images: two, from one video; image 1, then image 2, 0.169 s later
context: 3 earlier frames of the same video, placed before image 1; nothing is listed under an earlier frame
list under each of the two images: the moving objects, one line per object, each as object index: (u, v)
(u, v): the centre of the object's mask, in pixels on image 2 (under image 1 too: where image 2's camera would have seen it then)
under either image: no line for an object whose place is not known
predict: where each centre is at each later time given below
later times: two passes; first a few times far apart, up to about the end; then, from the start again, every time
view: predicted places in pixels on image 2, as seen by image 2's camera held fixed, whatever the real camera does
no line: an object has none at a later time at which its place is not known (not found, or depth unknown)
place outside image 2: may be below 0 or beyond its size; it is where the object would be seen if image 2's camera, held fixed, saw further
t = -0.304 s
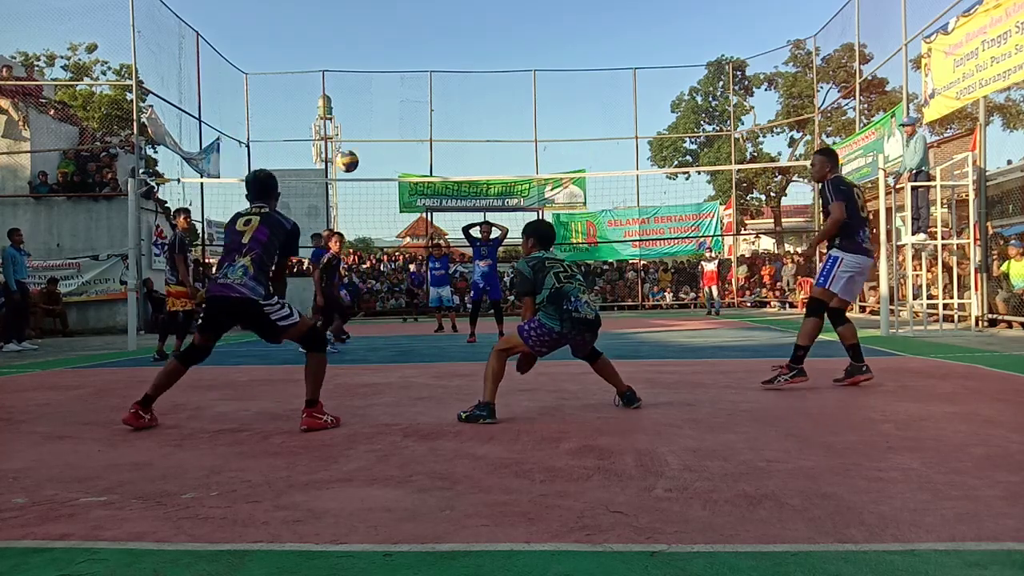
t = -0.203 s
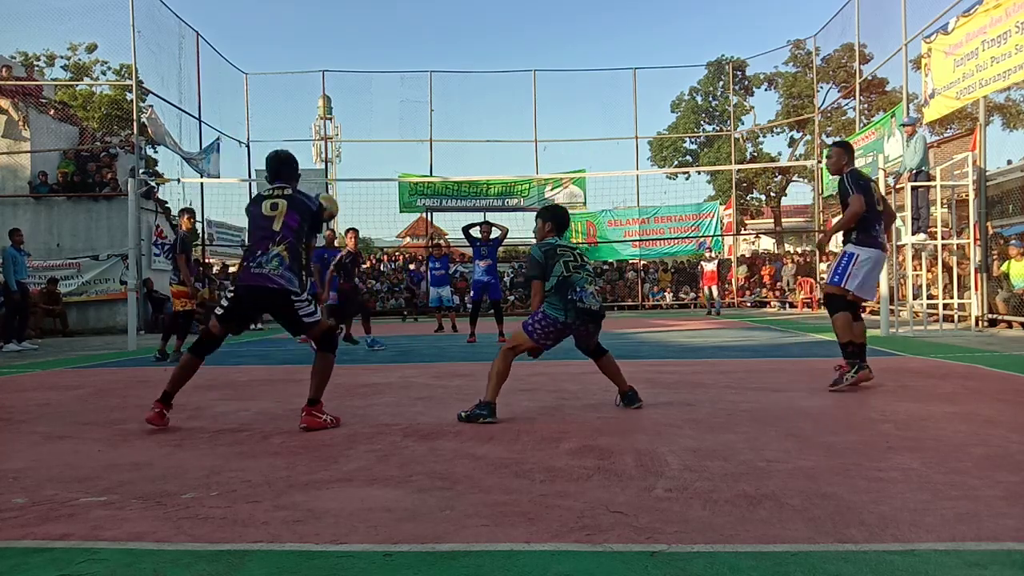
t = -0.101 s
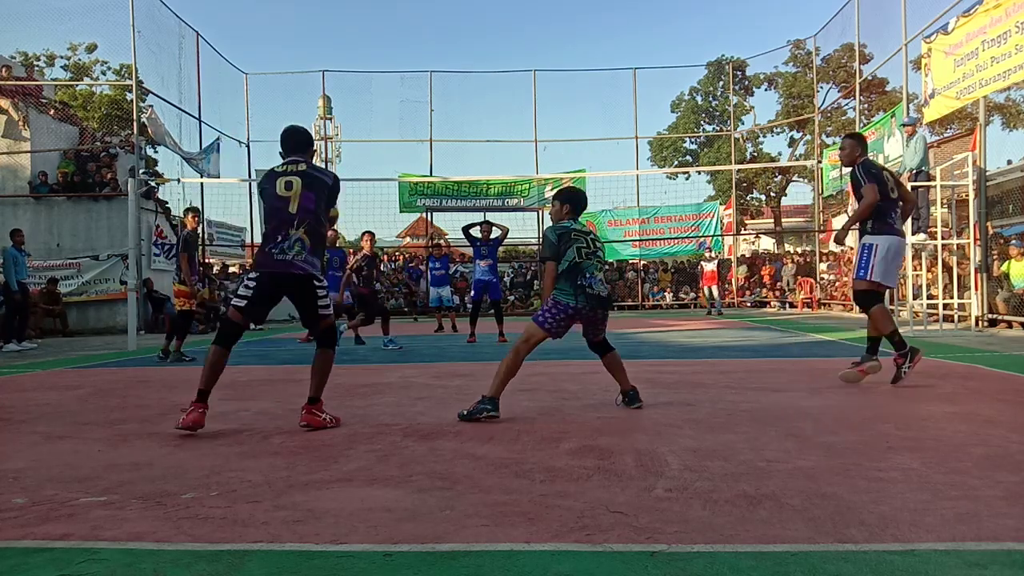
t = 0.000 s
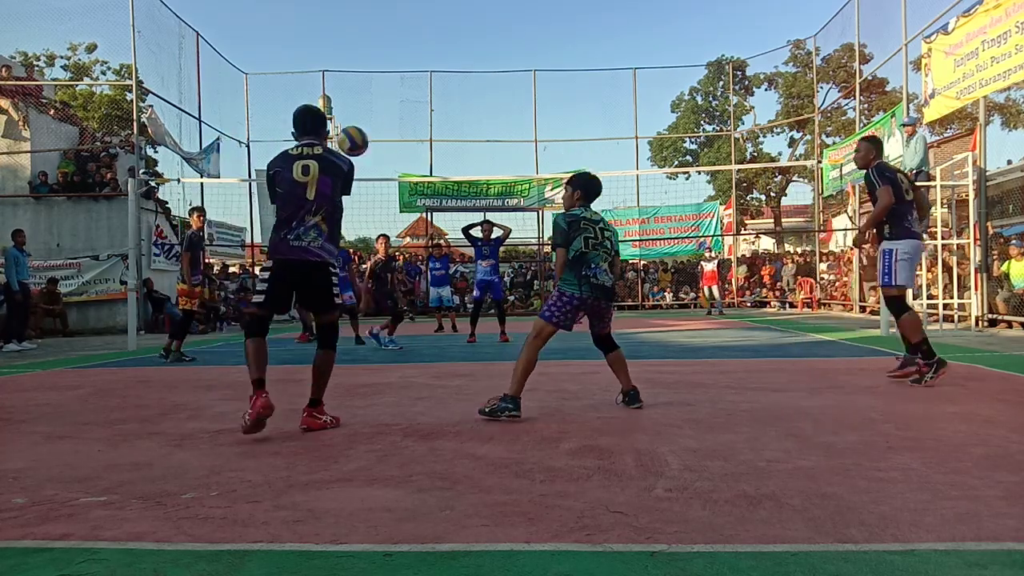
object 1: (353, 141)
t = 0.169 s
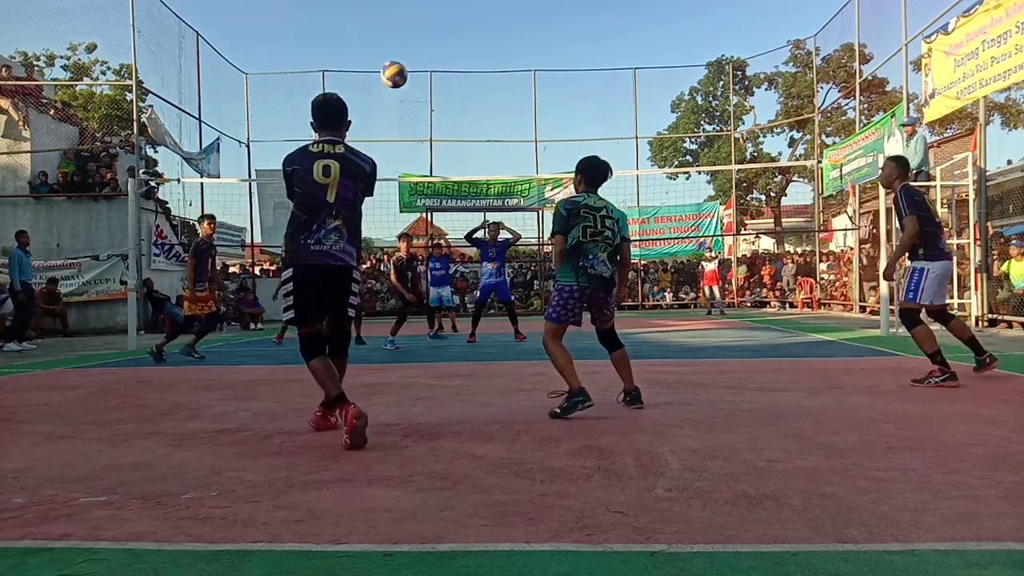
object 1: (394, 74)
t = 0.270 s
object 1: (414, 58)
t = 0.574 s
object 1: (458, 78)
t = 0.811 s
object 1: (482, 140)
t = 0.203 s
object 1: (401, 67)
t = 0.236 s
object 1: (407, 62)
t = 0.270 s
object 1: (414, 58)
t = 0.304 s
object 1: (420, 56)
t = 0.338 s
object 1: (425, 55)
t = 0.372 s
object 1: (430, 55)
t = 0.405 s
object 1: (436, 56)
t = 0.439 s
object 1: (441, 59)
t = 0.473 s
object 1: (445, 62)
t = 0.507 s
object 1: (450, 66)
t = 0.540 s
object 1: (454, 72)
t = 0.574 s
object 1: (458, 78)
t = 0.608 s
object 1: (462, 85)
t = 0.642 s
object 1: (466, 93)
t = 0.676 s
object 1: (469, 101)
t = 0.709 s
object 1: (473, 110)
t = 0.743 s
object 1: (476, 120)
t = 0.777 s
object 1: (479, 130)
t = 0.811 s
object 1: (482, 140)
